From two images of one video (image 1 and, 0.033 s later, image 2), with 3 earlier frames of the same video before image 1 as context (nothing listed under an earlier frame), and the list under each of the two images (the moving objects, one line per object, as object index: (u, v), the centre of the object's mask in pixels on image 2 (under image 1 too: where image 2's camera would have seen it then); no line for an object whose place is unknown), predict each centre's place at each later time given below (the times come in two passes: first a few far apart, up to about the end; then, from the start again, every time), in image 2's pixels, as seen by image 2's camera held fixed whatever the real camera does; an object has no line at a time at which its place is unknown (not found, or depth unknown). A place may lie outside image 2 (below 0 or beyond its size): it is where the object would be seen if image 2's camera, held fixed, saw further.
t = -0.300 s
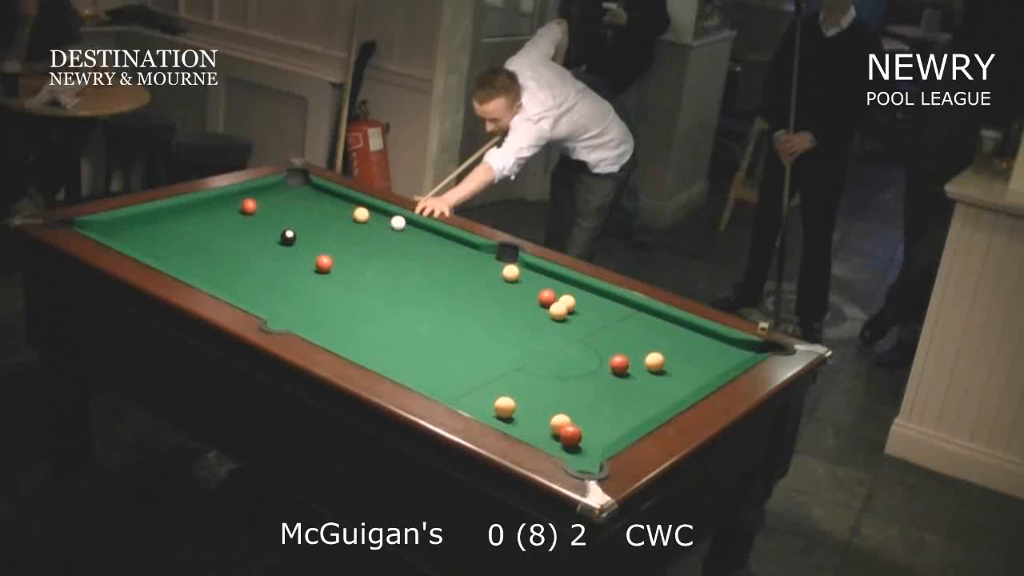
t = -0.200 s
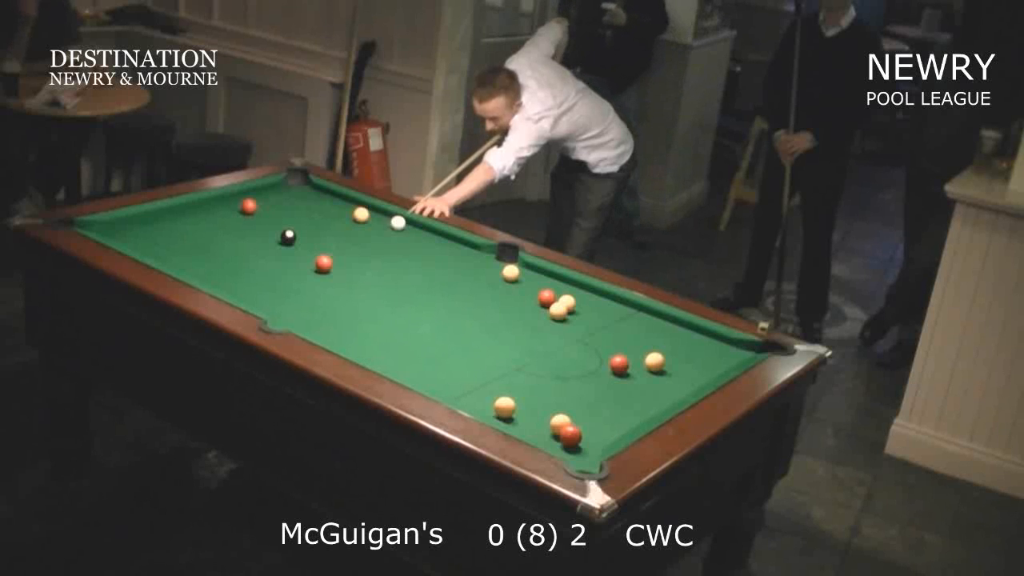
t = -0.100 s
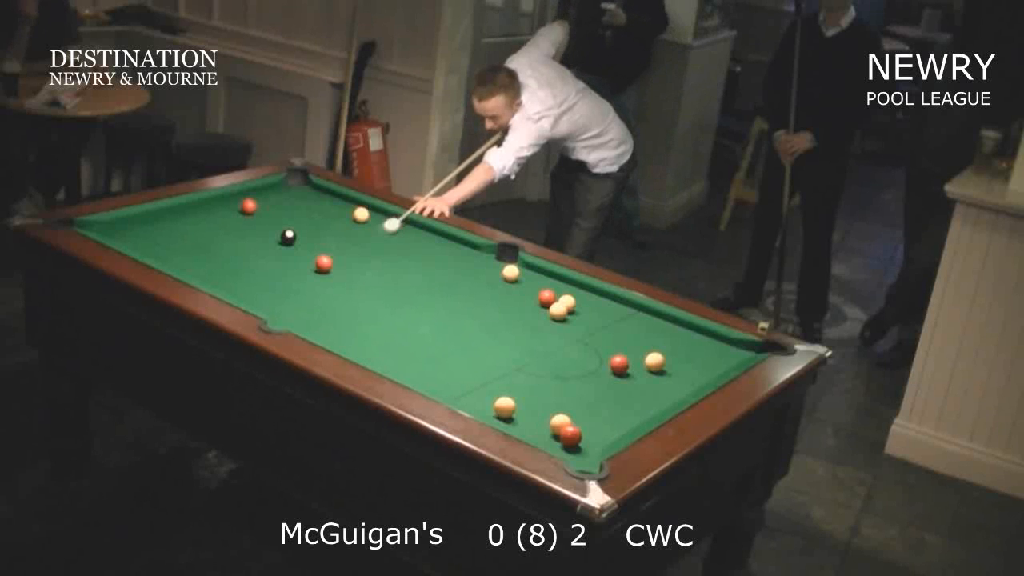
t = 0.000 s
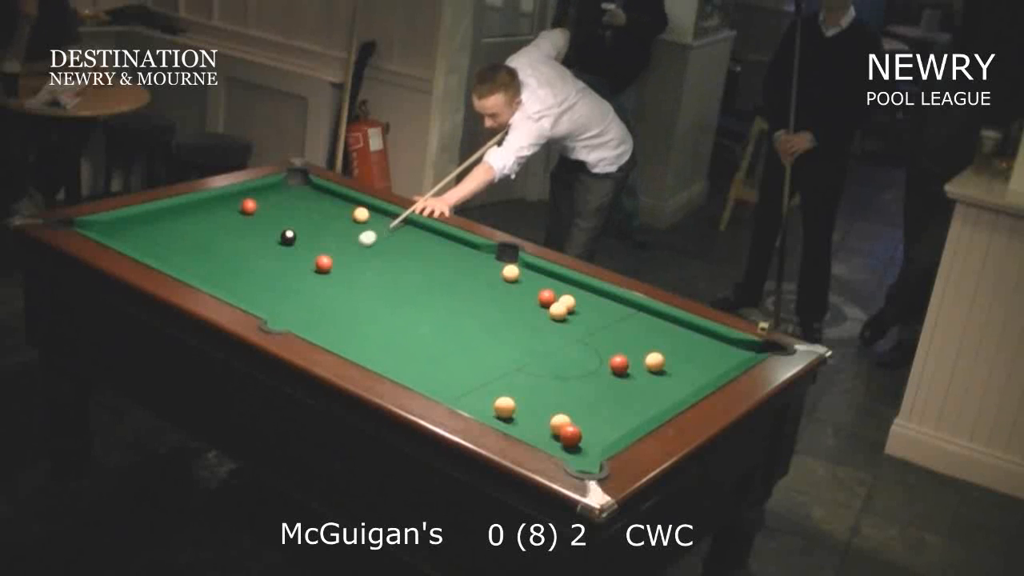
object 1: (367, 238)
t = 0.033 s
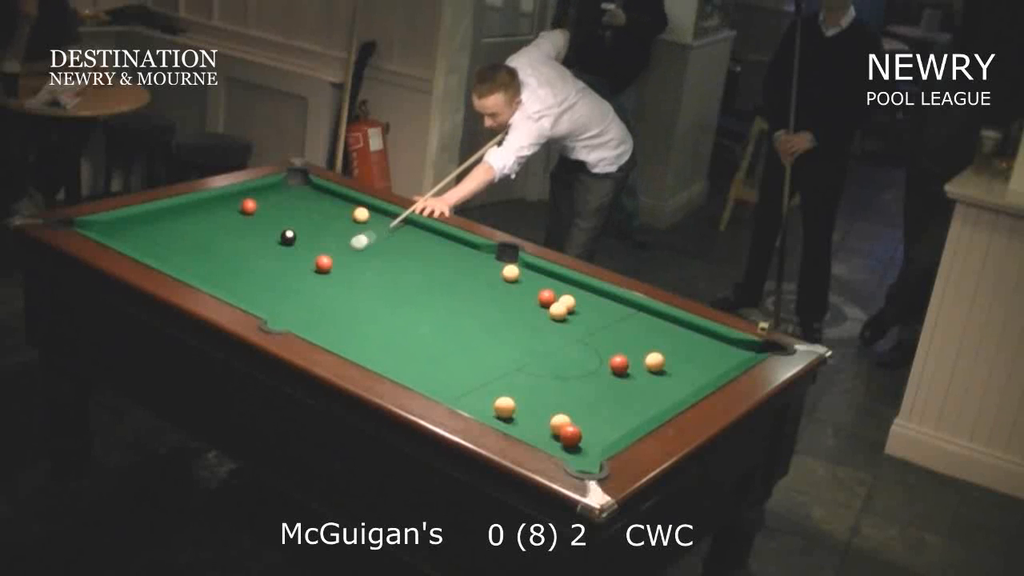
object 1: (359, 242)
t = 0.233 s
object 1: (322, 256)
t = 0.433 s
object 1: (296, 258)
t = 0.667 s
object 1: (267, 258)
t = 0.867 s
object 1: (242, 259)
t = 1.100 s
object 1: (216, 260)
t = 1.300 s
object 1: (194, 260)
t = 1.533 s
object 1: (170, 260)
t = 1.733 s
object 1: (162, 258)
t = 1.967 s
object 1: (165, 255)
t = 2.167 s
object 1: (167, 252)
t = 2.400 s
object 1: (169, 249)
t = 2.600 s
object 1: (172, 247)
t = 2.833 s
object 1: (173, 245)
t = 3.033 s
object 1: (174, 245)
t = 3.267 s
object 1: (174, 244)
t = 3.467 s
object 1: (174, 244)
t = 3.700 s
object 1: (174, 245)
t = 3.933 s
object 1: (174, 245)
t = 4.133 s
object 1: (174, 245)
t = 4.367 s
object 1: (174, 244)
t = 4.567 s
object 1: (174, 245)
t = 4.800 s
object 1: (174, 244)
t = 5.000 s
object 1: (174, 244)
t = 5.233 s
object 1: (174, 244)
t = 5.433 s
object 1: (174, 244)
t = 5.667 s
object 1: (174, 244)
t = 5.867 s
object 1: (174, 245)
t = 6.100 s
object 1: (174, 245)
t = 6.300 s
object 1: (174, 245)
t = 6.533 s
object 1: (174, 245)
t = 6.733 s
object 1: (174, 245)
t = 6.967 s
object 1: (174, 245)
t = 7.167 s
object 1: (174, 245)
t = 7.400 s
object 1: (174, 245)
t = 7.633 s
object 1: (174, 245)
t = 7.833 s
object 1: (174, 245)
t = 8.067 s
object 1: (174, 245)
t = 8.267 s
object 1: (174, 245)
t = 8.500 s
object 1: (174, 245)
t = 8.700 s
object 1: (174, 245)
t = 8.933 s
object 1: (174, 244)
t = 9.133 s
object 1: (174, 244)
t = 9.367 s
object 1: (174, 244)
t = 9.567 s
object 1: (174, 245)
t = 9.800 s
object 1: (174, 245)
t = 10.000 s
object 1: (174, 245)
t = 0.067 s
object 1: (355, 243)
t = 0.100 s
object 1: (351, 246)
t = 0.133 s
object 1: (342, 251)
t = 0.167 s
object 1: (335, 254)
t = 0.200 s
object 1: (327, 256)
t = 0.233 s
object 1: (322, 256)
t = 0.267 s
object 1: (319, 256)
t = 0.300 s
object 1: (316, 256)
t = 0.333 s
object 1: (311, 257)
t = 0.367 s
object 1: (306, 257)
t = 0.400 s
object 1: (300, 258)
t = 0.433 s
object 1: (296, 258)
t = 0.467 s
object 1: (293, 257)
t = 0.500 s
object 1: (289, 258)
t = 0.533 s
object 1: (284, 258)
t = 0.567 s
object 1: (279, 258)
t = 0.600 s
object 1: (274, 258)
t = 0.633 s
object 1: (270, 258)
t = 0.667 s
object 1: (267, 258)
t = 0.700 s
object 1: (264, 258)
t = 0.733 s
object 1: (259, 258)
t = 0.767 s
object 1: (254, 258)
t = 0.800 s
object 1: (249, 259)
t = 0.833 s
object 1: (246, 259)
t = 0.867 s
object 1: (242, 259)
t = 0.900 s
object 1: (239, 259)
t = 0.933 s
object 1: (235, 259)
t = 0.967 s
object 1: (230, 259)
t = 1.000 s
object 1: (225, 259)
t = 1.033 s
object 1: (222, 259)
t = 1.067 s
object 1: (219, 260)
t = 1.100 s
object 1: (216, 260)
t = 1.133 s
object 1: (212, 260)
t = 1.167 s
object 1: (207, 260)
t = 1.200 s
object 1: (203, 260)
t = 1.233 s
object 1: (199, 260)
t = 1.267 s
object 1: (197, 260)
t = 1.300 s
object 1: (194, 260)
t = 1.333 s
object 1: (190, 260)
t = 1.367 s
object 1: (185, 261)
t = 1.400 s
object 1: (182, 261)
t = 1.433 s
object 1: (179, 260)
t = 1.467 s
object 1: (176, 260)
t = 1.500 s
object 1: (174, 260)
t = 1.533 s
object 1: (170, 260)
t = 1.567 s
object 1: (166, 260)
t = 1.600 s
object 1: (162, 259)
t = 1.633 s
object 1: (161, 259)
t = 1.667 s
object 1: (161, 259)
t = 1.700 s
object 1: (161, 259)
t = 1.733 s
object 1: (162, 258)
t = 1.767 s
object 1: (162, 257)
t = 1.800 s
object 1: (163, 257)
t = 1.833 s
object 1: (163, 256)
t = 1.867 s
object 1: (164, 256)
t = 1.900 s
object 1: (164, 255)
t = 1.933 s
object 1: (165, 255)
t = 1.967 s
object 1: (165, 255)
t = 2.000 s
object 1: (165, 254)
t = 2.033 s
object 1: (165, 254)
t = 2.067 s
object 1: (166, 254)
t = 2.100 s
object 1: (166, 253)
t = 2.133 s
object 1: (166, 253)
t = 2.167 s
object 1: (167, 252)
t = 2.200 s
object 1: (167, 252)
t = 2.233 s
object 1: (168, 251)
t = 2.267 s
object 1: (168, 251)
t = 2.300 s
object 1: (168, 251)
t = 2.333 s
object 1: (169, 250)
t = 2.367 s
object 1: (169, 250)
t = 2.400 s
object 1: (169, 249)
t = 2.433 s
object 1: (170, 249)
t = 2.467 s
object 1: (170, 249)
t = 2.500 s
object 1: (170, 248)
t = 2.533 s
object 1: (171, 248)
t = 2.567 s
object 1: (171, 247)
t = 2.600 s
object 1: (172, 247)
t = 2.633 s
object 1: (172, 247)
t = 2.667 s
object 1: (172, 247)
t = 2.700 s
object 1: (172, 246)
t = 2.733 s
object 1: (172, 246)
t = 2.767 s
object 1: (173, 246)
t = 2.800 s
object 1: (173, 246)
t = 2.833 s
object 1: (173, 245)
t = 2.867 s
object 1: (173, 245)
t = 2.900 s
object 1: (173, 245)
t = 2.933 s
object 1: (173, 245)
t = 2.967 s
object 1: (173, 245)
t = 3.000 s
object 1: (174, 245)
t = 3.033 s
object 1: (174, 245)
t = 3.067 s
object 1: (174, 245)
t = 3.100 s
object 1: (174, 245)
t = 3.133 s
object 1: (174, 245)
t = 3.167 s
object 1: (175, 244)
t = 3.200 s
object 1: (174, 244)
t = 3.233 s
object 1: (174, 244)
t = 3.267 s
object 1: (174, 244)
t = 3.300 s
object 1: (174, 244)
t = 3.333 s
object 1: (174, 244)
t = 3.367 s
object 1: (174, 244)
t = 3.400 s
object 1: (174, 244)
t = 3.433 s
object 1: (174, 244)
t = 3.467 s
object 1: (174, 244)
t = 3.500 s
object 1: (174, 245)
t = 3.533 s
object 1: (174, 245)
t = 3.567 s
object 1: (174, 244)
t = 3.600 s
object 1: (174, 244)
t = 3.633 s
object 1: (174, 244)
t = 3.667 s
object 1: (174, 245)
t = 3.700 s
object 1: (174, 245)
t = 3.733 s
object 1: (174, 245)
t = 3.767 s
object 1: (174, 245)
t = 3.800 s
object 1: (174, 244)
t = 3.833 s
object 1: (174, 245)
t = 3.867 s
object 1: (174, 245)
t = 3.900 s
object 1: (174, 245)
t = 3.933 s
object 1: (174, 245)
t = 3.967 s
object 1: (174, 245)
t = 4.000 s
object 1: (174, 245)
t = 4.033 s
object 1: (174, 245)
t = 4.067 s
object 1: (174, 245)
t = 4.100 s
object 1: (174, 245)
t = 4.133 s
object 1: (174, 245)
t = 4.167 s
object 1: (174, 245)
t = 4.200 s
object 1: (174, 245)
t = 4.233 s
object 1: (174, 244)
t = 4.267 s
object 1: (174, 245)
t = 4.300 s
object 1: (174, 244)
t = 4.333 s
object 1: (174, 244)
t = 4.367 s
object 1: (174, 244)
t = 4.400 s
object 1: (174, 244)
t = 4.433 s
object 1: (174, 245)
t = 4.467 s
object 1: (174, 245)
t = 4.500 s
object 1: (174, 245)
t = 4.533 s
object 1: (174, 245)
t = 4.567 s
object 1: (174, 245)
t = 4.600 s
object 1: (174, 245)
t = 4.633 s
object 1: (174, 244)
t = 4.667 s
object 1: (174, 245)
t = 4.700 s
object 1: (174, 245)
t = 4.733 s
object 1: (174, 245)
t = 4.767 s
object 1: (174, 244)
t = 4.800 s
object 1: (174, 244)
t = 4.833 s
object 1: (174, 244)
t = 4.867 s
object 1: (174, 244)
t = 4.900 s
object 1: (174, 244)
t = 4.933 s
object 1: (174, 244)
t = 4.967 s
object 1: (174, 244)
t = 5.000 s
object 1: (174, 244)
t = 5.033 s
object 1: (174, 244)
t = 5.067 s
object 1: (174, 244)
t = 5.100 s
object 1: (174, 244)
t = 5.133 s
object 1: (174, 244)
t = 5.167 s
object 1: (174, 244)
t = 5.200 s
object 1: (174, 244)
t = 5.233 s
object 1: (174, 244)
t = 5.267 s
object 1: (174, 244)
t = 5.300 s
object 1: (174, 244)
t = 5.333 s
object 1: (174, 244)
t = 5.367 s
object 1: (174, 244)
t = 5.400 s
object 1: (174, 244)
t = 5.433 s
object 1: (174, 244)
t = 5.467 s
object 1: (174, 244)
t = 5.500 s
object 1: (174, 244)
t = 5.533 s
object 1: (174, 244)
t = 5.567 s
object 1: (174, 244)
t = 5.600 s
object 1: (174, 244)
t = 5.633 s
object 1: (174, 244)
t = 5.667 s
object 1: (174, 244)
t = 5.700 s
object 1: (174, 244)
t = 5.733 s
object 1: (174, 244)
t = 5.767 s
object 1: (174, 244)
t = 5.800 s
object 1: (174, 244)
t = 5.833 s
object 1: (174, 245)
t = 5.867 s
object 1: (174, 245)
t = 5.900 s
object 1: (174, 245)
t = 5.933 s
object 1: (174, 244)
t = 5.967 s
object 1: (174, 245)
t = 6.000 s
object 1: (174, 245)
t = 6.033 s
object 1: (174, 245)
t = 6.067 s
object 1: (174, 245)
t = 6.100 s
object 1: (174, 245)
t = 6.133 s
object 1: (174, 245)
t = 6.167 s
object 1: (174, 245)
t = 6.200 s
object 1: (174, 245)
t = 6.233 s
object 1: (174, 245)
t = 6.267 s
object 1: (174, 245)
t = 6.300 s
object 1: (174, 245)
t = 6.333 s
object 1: (174, 245)
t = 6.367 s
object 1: (174, 245)
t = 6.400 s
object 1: (174, 245)
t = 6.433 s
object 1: (174, 245)
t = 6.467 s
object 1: (174, 245)
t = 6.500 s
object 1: (174, 245)
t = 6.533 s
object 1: (174, 245)
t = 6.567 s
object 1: (174, 245)
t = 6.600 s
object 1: (174, 245)
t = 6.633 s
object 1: (174, 245)
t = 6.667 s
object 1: (174, 245)
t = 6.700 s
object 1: (174, 245)
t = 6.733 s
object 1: (174, 245)
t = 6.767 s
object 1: (174, 245)
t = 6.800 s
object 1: (174, 245)
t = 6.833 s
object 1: (174, 245)
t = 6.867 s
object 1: (174, 245)
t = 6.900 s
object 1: (174, 245)
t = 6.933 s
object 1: (174, 245)
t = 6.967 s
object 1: (174, 245)
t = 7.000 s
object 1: (174, 245)
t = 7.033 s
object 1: (174, 245)
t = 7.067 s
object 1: (174, 245)
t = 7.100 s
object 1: (174, 245)
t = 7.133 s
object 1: (174, 245)
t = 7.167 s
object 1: (174, 245)
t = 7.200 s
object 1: (174, 245)
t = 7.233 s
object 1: (174, 245)
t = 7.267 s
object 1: (174, 245)
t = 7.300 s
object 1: (174, 245)
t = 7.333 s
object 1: (174, 245)
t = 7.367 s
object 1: (174, 245)
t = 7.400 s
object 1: (174, 245)
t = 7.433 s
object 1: (174, 245)
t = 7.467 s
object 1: (174, 245)
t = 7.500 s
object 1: (174, 245)
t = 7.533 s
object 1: (174, 245)
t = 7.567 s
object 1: (174, 245)
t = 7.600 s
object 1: (174, 245)
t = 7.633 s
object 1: (174, 245)
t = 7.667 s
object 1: (174, 245)
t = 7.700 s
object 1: (174, 245)
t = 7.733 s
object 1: (174, 245)
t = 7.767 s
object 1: (174, 245)
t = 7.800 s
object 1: (174, 245)
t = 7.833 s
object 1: (174, 245)
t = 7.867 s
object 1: (174, 245)
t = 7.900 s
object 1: (174, 245)
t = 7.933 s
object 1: (174, 245)
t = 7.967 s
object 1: (174, 245)
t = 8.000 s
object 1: (174, 245)
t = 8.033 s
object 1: (174, 245)
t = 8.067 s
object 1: (174, 245)
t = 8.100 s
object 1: (174, 245)
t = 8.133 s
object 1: (174, 245)
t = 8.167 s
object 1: (174, 245)
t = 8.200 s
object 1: (174, 245)
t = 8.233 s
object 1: (174, 245)
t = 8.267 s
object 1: (174, 245)
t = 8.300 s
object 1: (174, 245)
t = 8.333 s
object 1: (174, 245)
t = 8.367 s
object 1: (174, 245)
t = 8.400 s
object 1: (174, 245)
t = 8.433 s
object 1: (174, 245)
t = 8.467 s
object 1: (174, 245)
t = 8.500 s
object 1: (174, 245)
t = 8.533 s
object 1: (174, 245)
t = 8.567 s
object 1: (174, 245)
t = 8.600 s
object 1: (174, 245)
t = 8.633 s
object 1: (174, 245)
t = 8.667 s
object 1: (174, 245)
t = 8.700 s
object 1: (174, 245)
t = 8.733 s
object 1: (174, 245)
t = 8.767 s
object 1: (174, 245)
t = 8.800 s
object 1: (174, 245)
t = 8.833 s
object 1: (174, 245)
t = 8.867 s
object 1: (174, 245)
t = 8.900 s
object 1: (174, 244)
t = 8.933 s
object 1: (174, 244)
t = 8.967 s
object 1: (174, 244)
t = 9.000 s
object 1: (174, 244)
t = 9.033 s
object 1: (174, 244)
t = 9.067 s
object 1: (174, 244)
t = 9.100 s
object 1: (174, 244)
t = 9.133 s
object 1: (174, 244)
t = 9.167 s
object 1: (174, 244)
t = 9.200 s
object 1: (174, 244)
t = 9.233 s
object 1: (174, 244)
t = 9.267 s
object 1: (174, 244)
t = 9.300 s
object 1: (174, 244)
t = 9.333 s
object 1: (174, 244)
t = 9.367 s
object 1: (174, 244)
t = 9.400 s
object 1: (174, 244)
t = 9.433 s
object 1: (174, 244)
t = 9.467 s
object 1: (174, 245)
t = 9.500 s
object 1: (174, 245)
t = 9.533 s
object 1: (174, 245)
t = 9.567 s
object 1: (174, 245)
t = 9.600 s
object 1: (174, 245)
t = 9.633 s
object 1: (174, 245)
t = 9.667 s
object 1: (174, 245)
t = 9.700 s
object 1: (174, 245)
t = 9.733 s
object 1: (174, 245)
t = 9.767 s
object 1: (174, 245)
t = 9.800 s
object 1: (174, 245)
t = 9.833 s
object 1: (174, 245)
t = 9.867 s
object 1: (174, 245)
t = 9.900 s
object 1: (174, 245)
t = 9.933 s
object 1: (174, 245)
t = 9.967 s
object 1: (174, 245)
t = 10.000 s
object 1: (174, 245)
